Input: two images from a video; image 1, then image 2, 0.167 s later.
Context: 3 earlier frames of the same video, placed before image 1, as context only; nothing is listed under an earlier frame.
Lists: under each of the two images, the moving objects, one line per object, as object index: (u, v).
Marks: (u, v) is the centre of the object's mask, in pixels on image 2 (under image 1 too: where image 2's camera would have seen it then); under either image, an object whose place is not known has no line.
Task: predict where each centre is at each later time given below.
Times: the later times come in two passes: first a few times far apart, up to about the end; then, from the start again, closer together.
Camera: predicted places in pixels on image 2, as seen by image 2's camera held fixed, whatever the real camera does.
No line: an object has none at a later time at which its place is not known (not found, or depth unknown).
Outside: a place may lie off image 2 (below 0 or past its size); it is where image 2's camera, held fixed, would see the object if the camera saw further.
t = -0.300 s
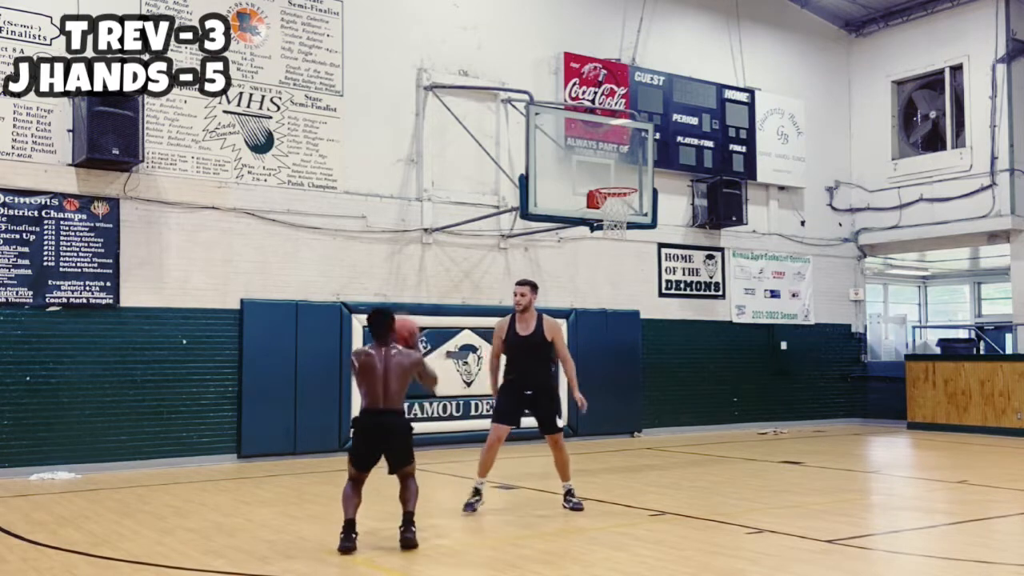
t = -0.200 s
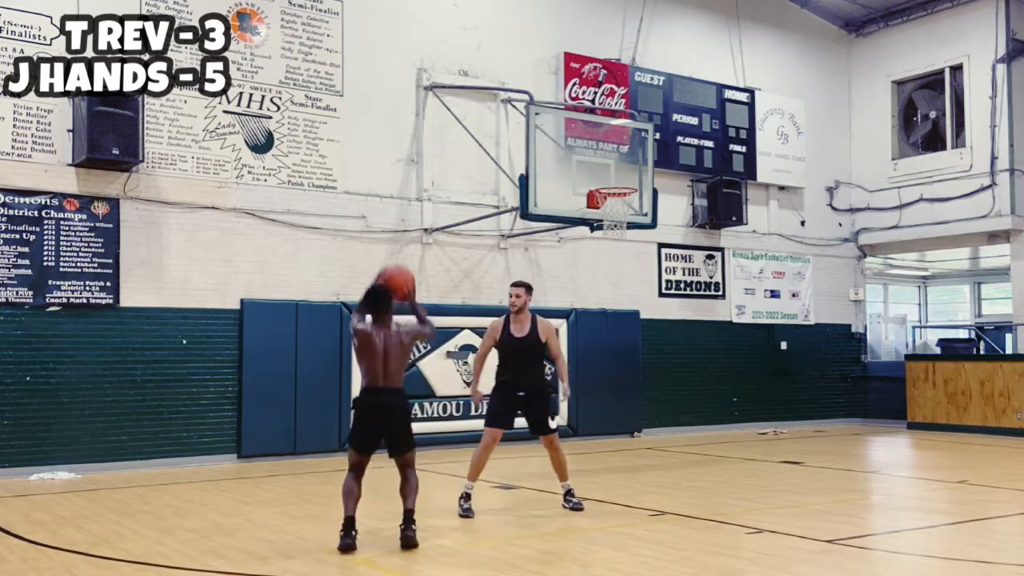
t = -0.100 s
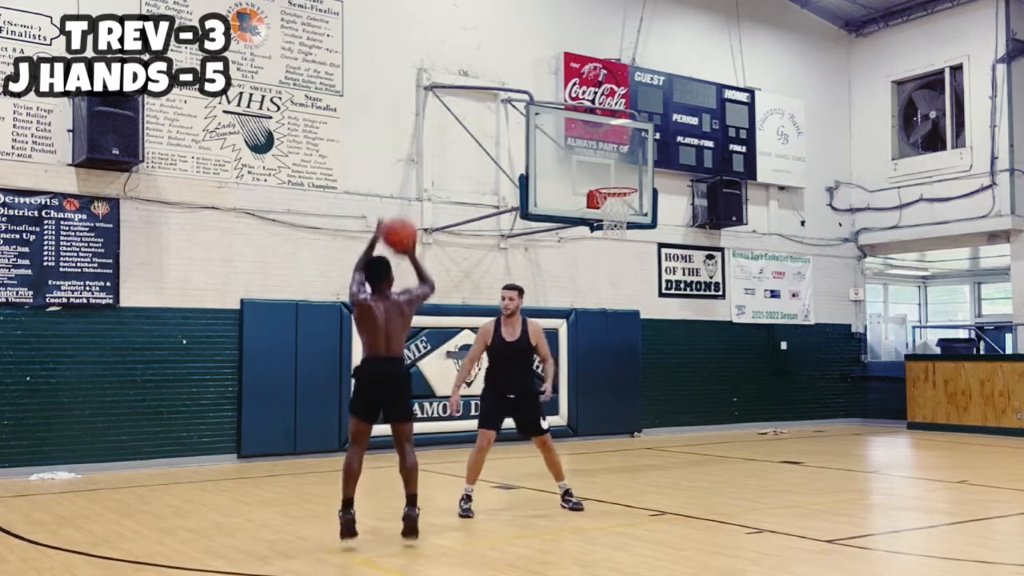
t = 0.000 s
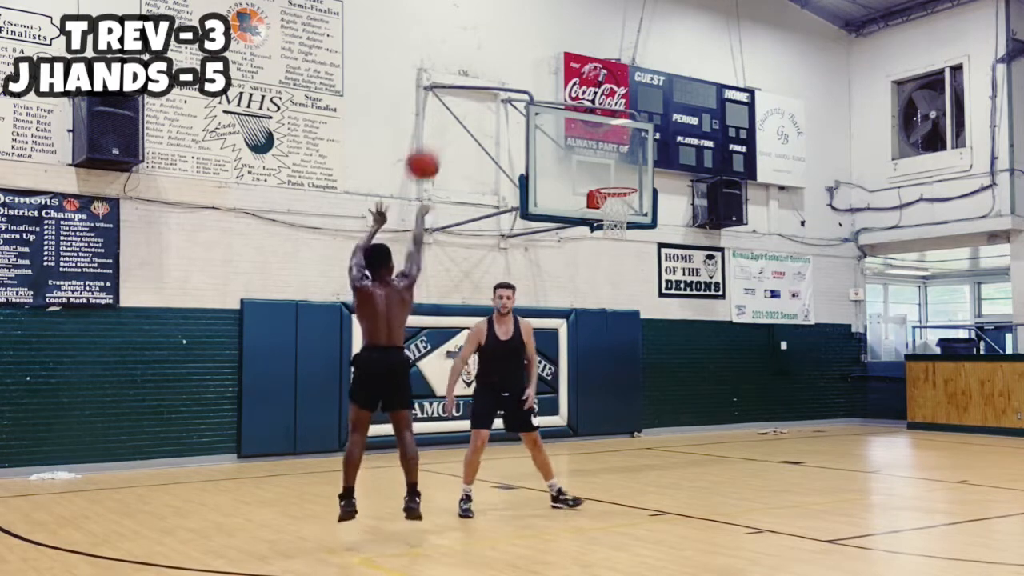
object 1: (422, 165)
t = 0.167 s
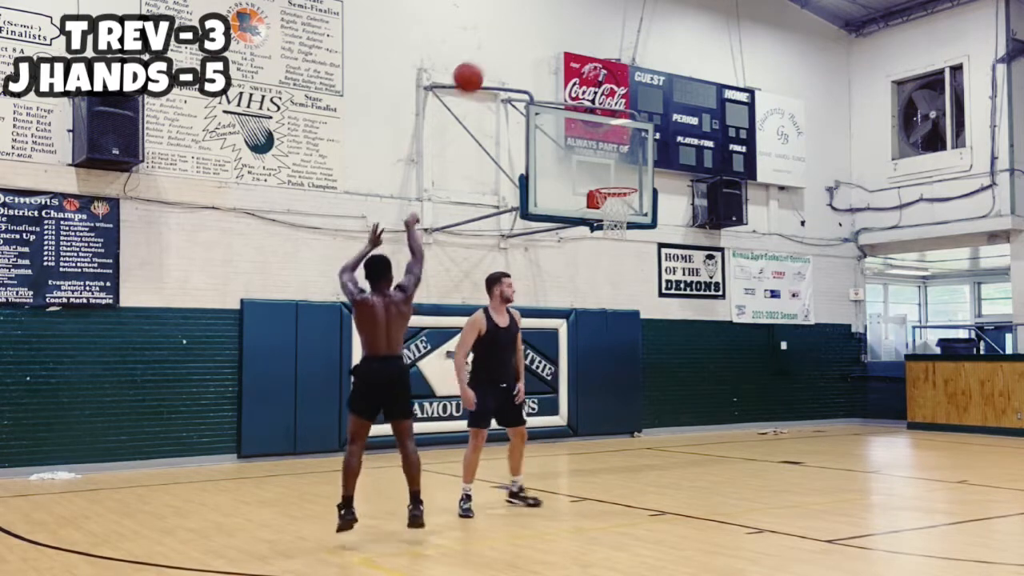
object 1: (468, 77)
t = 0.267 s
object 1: (491, 49)
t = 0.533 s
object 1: (543, 37)
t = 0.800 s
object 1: (584, 93)
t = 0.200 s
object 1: (476, 66)
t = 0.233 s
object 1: (484, 57)
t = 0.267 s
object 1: (491, 49)
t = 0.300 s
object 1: (498, 43)
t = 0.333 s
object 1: (506, 38)
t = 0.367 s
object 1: (512, 34)
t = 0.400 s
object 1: (519, 32)
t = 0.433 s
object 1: (525, 32)
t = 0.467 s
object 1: (531, 32)
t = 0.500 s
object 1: (537, 34)
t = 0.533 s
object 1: (543, 37)
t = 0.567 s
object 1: (548, 40)
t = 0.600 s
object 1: (554, 45)
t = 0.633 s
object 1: (559, 51)
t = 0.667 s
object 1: (564, 58)
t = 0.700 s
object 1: (570, 65)
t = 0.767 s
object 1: (579, 83)
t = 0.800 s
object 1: (584, 93)
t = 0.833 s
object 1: (589, 106)
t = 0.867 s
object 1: (593, 117)
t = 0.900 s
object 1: (597, 129)
